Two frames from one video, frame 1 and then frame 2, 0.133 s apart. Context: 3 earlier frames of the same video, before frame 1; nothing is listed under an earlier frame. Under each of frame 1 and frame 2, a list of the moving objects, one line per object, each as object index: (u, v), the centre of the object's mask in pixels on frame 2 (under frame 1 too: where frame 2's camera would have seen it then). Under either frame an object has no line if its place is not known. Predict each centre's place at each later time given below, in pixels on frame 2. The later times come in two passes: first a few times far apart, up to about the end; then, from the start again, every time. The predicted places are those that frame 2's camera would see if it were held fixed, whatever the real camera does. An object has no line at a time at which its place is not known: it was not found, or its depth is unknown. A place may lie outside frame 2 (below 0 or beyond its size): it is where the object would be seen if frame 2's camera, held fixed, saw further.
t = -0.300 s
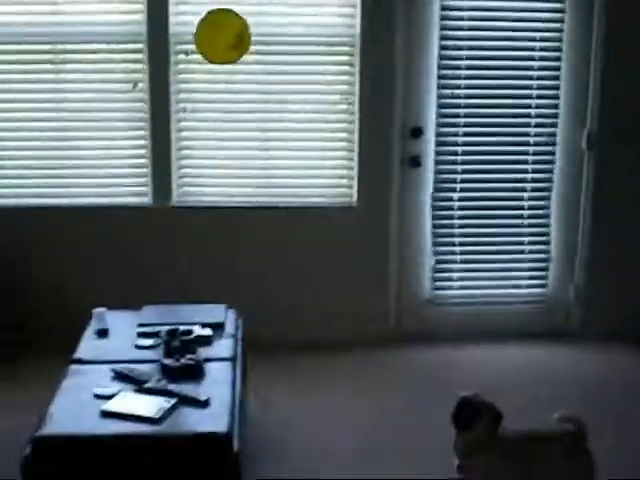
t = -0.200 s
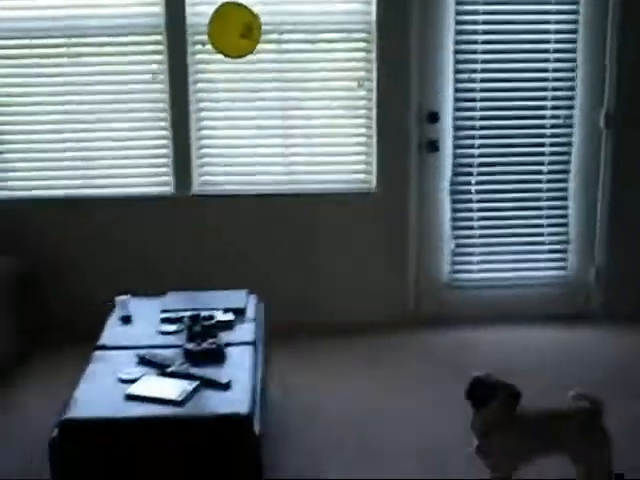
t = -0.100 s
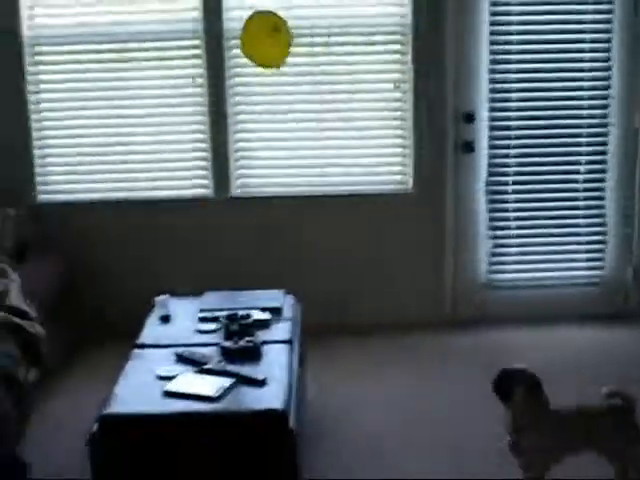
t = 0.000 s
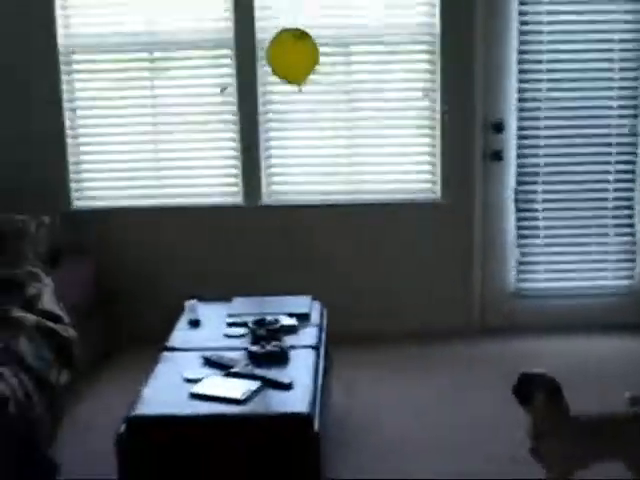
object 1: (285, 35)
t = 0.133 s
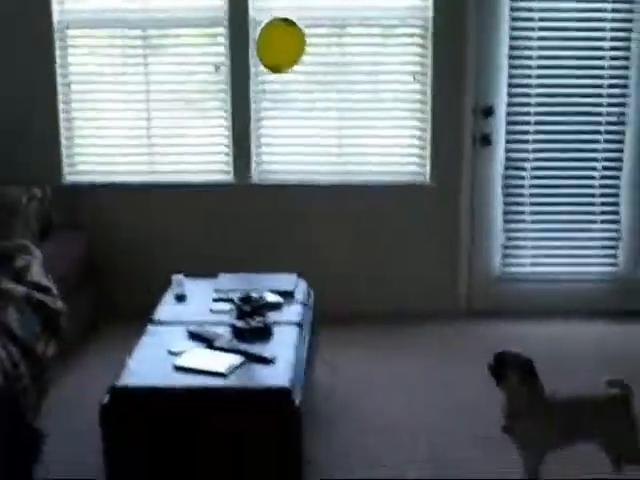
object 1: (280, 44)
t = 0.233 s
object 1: (277, 55)
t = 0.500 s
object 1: (267, 79)
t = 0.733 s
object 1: (261, 107)
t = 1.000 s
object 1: (257, 117)
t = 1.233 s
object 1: (256, 139)
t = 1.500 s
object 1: (256, 168)
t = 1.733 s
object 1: (257, 191)
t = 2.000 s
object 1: (256, 219)
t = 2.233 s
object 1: (257, 244)
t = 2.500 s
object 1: (259, 255)
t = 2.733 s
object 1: (256, 243)
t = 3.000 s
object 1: (255, 234)
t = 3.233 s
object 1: (253, 229)
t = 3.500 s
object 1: (250, 227)
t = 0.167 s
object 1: (279, 47)
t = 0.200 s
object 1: (278, 49)
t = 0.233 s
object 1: (277, 55)
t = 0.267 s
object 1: (275, 59)
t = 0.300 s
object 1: (275, 62)
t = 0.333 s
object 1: (274, 64)
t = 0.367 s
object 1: (273, 65)
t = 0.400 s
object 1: (273, 66)
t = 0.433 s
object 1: (272, 69)
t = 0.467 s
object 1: (270, 73)
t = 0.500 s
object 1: (267, 79)
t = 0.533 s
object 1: (265, 88)
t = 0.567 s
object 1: (264, 96)
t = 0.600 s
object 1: (261, 100)
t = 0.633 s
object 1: (261, 100)
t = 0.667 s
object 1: (261, 102)
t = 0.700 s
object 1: (261, 103)
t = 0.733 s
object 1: (261, 107)
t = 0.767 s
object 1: (261, 111)
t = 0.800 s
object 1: (260, 112)
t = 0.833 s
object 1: (259, 113)
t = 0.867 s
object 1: (258, 110)
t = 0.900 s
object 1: (255, 106)
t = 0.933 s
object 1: (255, 109)
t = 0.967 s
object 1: (255, 113)
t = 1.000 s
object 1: (257, 117)
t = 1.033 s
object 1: (256, 120)
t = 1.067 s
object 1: (256, 123)
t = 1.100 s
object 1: (255, 126)
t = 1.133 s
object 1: (256, 130)
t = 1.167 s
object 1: (255, 132)
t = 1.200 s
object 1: (256, 136)
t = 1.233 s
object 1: (256, 139)
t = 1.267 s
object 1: (256, 143)
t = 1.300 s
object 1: (256, 146)
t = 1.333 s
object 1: (256, 150)
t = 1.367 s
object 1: (255, 153)
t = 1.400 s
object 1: (256, 157)
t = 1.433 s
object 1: (256, 160)
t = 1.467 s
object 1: (256, 163)
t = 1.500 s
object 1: (256, 168)
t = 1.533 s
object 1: (258, 170)
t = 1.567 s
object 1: (257, 175)
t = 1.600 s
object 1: (258, 178)
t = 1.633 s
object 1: (257, 181)
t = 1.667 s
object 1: (257, 185)
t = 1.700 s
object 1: (256, 188)
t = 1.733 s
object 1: (257, 191)
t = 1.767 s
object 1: (256, 195)
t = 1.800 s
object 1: (256, 198)
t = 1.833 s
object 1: (256, 202)
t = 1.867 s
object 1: (256, 205)
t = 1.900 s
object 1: (256, 208)
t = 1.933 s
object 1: (256, 212)
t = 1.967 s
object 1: (256, 215)
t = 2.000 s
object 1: (256, 219)
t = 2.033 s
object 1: (257, 223)
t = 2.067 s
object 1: (257, 226)
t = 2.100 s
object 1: (257, 230)
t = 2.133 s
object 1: (257, 234)
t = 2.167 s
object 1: (257, 237)
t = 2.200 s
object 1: (258, 241)
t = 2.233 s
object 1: (257, 244)
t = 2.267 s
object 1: (257, 247)
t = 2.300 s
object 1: (258, 251)
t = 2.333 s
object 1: (259, 254)
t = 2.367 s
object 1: (259, 258)
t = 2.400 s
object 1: (260, 261)
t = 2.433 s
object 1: (260, 260)
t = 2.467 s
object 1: (259, 258)
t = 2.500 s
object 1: (259, 255)
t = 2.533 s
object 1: (258, 253)
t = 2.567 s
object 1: (258, 251)
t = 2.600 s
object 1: (257, 250)
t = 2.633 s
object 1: (257, 248)
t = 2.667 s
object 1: (257, 246)
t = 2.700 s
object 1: (256, 245)
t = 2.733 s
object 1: (256, 243)
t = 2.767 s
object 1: (256, 242)
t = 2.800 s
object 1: (256, 240)
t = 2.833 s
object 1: (256, 239)
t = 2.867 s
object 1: (256, 238)
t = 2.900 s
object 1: (255, 237)
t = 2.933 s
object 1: (255, 236)
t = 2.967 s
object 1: (255, 234)
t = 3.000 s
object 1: (255, 234)
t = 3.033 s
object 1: (255, 233)
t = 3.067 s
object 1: (254, 232)
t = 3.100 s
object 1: (254, 232)
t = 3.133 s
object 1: (254, 231)
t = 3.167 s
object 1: (253, 230)
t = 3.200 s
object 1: (253, 230)
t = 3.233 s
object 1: (253, 229)
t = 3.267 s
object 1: (253, 229)
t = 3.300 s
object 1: (252, 229)
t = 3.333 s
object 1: (252, 228)
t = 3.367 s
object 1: (251, 228)
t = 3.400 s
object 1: (251, 228)
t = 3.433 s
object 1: (251, 227)
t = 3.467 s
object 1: (250, 228)
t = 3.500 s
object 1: (250, 227)
